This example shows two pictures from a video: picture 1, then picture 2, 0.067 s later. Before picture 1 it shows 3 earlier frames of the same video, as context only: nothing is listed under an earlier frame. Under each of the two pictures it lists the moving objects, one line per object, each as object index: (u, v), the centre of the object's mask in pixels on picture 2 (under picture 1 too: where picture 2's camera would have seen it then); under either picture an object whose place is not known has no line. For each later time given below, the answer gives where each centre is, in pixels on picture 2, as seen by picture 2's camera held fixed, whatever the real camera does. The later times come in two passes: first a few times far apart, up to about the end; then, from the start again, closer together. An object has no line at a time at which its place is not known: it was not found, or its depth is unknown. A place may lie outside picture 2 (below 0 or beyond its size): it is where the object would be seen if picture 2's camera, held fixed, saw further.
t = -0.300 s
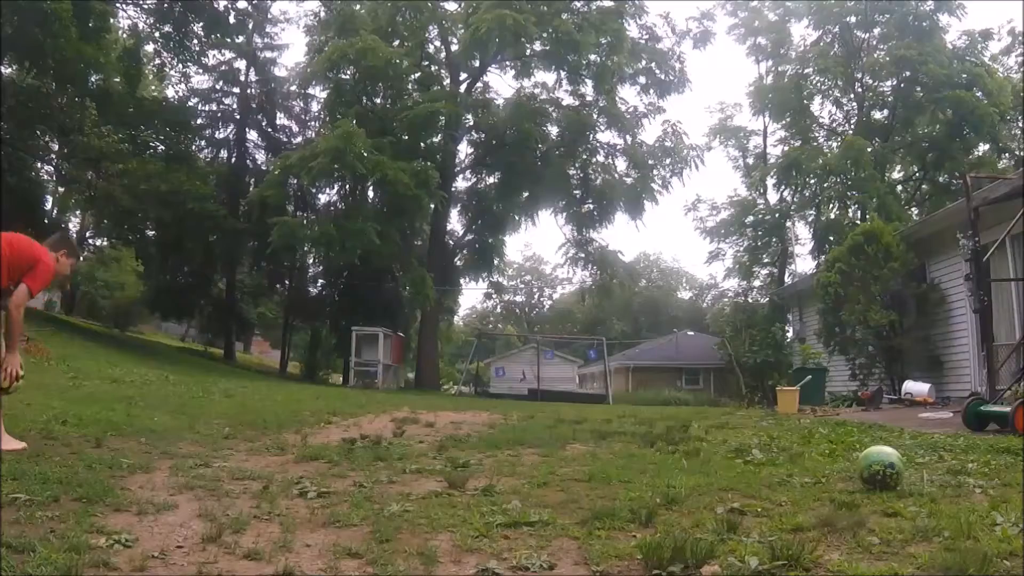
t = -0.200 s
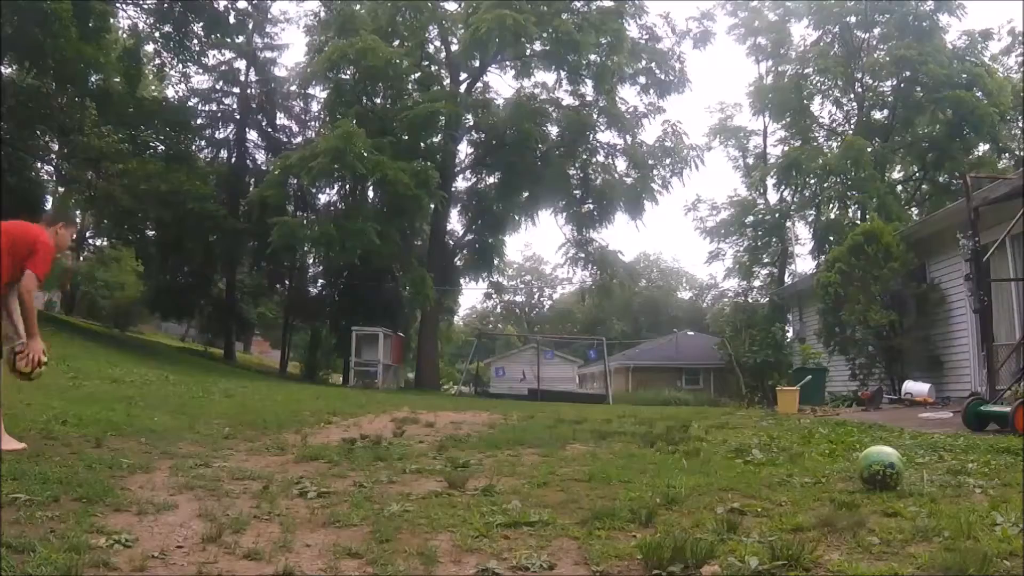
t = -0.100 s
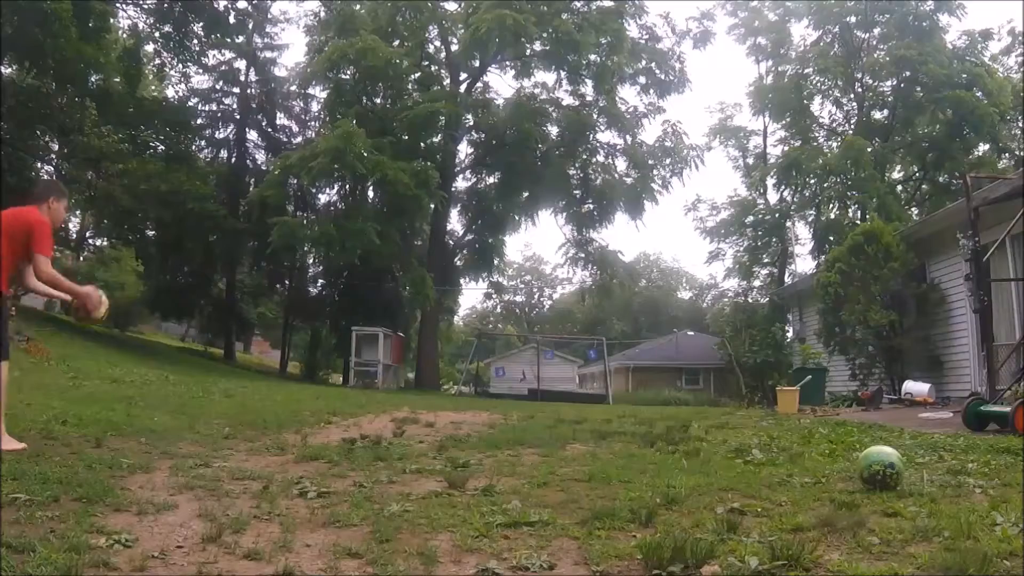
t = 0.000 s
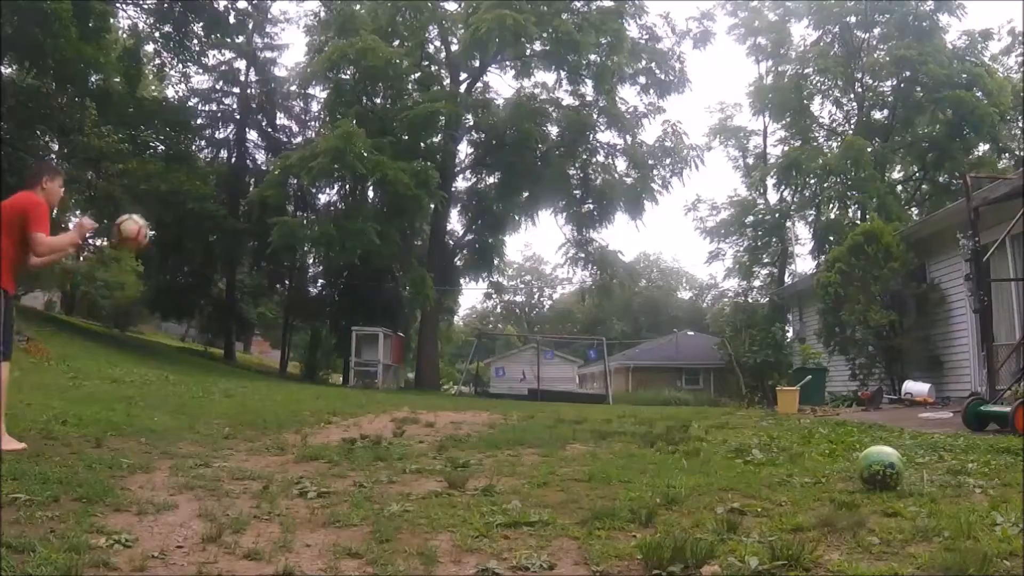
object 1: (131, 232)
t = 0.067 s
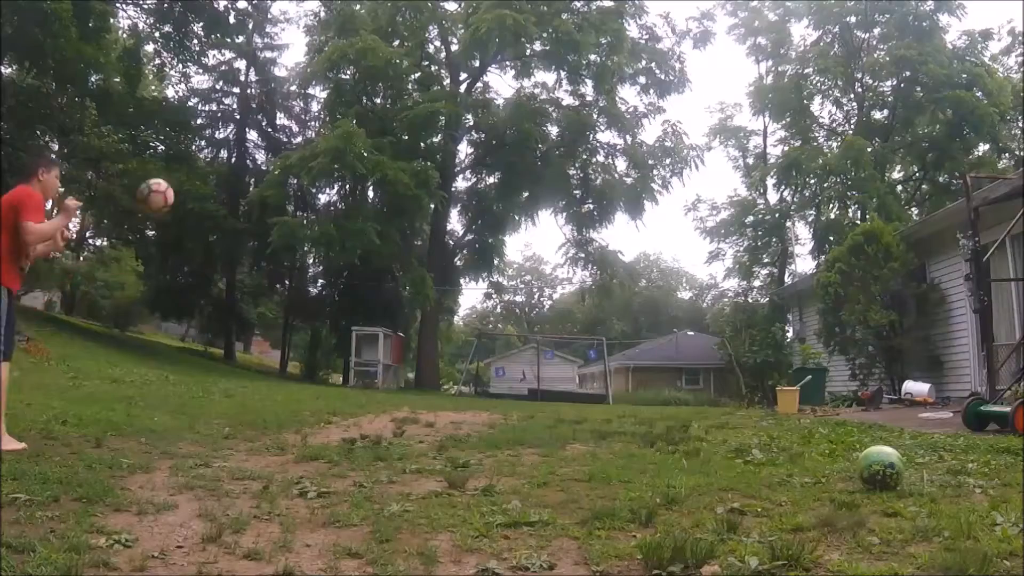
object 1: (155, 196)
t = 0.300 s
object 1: (226, 136)
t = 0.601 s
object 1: (289, 171)
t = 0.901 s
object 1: (335, 314)
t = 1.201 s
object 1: (354, 341)
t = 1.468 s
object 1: (350, 265)
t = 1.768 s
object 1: (339, 283)
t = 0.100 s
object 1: (168, 182)
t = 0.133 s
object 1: (179, 166)
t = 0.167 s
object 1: (189, 157)
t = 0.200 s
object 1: (200, 150)
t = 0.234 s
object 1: (207, 145)
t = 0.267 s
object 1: (218, 139)
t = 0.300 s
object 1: (226, 136)
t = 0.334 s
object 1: (235, 132)
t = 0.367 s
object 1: (243, 133)
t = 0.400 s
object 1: (250, 135)
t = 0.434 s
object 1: (257, 138)
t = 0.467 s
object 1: (264, 142)
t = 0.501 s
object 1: (270, 146)
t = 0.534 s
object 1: (276, 153)
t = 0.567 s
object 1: (282, 162)
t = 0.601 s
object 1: (289, 171)
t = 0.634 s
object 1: (295, 181)
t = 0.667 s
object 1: (300, 193)
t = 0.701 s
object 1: (304, 207)
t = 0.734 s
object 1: (311, 219)
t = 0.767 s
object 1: (314, 238)
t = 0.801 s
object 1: (320, 254)
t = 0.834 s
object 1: (324, 273)
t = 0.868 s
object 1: (330, 293)
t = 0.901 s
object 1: (335, 314)
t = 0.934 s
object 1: (340, 336)
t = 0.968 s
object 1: (344, 359)
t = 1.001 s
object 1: (349, 384)
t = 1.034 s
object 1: (355, 410)
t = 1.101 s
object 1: (356, 392)
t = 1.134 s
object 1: (356, 373)
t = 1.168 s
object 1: (355, 356)
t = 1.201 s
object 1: (354, 341)
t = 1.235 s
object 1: (354, 327)
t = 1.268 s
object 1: (353, 314)
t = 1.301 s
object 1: (353, 302)
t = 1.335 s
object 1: (352, 292)
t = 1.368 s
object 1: (352, 283)
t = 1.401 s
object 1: (351, 276)
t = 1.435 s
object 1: (350, 270)
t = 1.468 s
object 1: (350, 265)
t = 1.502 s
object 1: (348, 262)
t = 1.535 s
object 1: (347, 260)
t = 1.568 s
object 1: (347, 259)
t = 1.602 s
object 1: (346, 260)
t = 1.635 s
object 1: (344, 261)
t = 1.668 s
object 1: (343, 264)
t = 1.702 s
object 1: (342, 269)
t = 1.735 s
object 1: (340, 276)
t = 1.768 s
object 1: (339, 283)
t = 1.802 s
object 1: (337, 293)
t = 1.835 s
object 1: (334, 303)
